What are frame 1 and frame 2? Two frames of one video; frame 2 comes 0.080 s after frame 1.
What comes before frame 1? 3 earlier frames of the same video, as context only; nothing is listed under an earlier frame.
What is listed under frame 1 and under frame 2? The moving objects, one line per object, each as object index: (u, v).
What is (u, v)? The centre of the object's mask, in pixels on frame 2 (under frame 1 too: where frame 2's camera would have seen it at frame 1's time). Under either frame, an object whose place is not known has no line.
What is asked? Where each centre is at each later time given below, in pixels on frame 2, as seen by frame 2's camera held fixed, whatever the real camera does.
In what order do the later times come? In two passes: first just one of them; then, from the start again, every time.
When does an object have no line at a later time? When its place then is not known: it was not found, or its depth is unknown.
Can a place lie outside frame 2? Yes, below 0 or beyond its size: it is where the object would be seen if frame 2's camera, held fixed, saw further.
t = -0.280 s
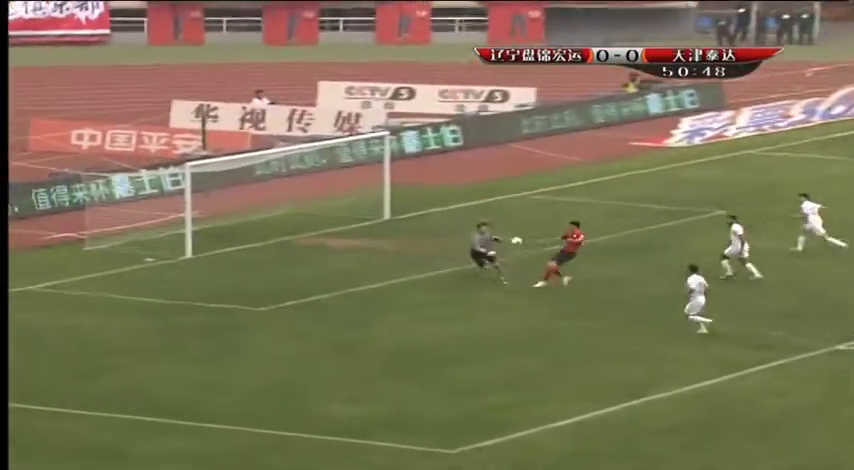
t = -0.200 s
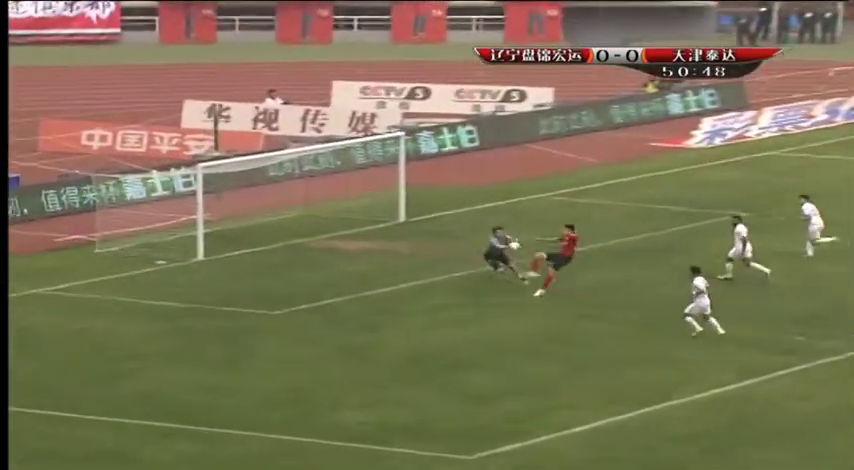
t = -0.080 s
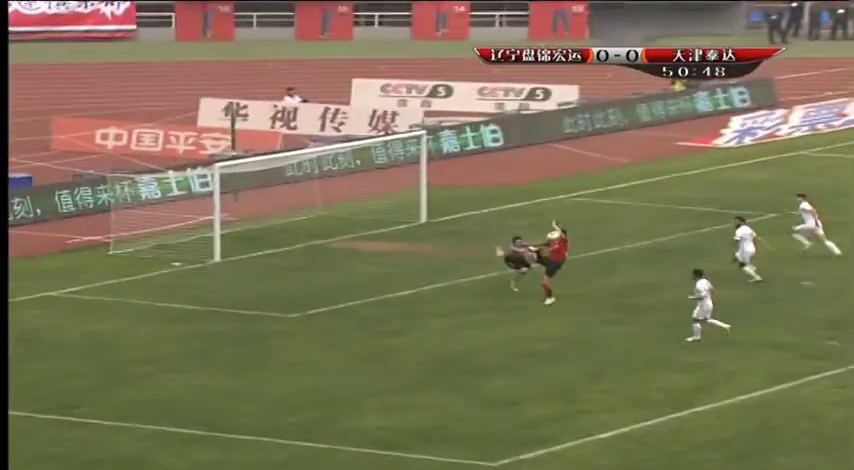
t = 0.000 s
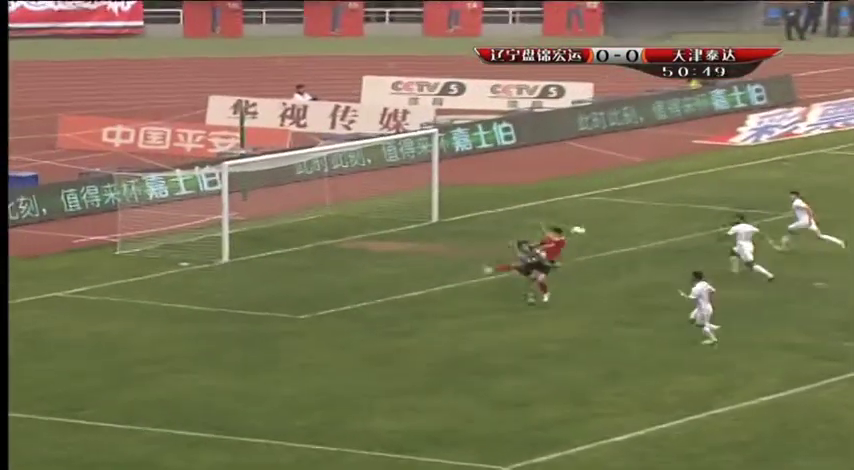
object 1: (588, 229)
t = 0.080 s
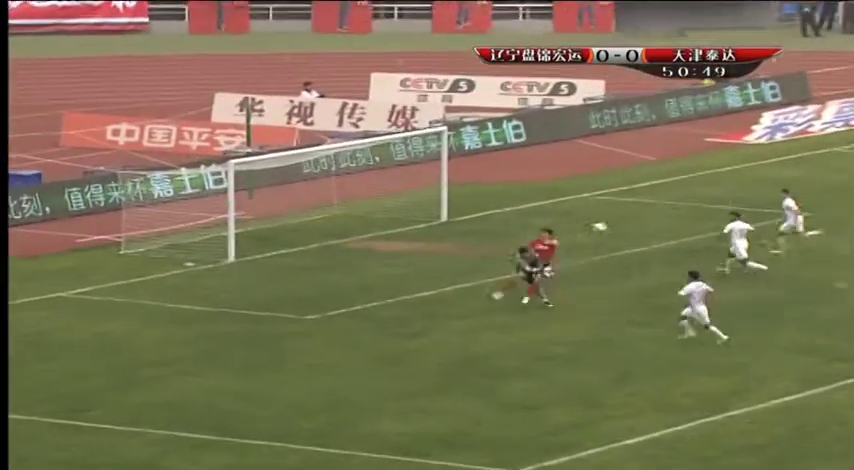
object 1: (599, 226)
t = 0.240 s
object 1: (622, 230)
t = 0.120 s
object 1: (606, 226)
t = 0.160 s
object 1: (612, 227)
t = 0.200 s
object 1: (617, 228)
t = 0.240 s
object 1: (622, 230)
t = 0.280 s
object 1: (627, 233)
